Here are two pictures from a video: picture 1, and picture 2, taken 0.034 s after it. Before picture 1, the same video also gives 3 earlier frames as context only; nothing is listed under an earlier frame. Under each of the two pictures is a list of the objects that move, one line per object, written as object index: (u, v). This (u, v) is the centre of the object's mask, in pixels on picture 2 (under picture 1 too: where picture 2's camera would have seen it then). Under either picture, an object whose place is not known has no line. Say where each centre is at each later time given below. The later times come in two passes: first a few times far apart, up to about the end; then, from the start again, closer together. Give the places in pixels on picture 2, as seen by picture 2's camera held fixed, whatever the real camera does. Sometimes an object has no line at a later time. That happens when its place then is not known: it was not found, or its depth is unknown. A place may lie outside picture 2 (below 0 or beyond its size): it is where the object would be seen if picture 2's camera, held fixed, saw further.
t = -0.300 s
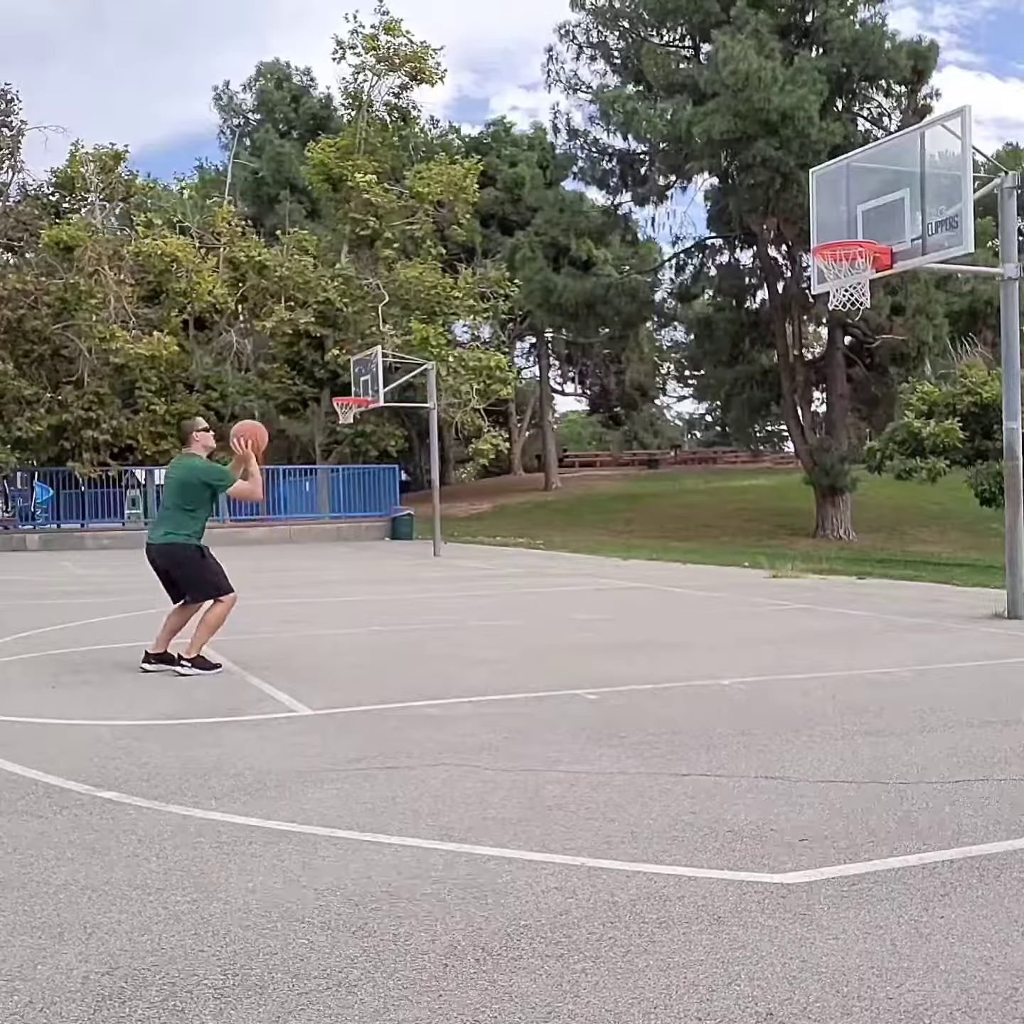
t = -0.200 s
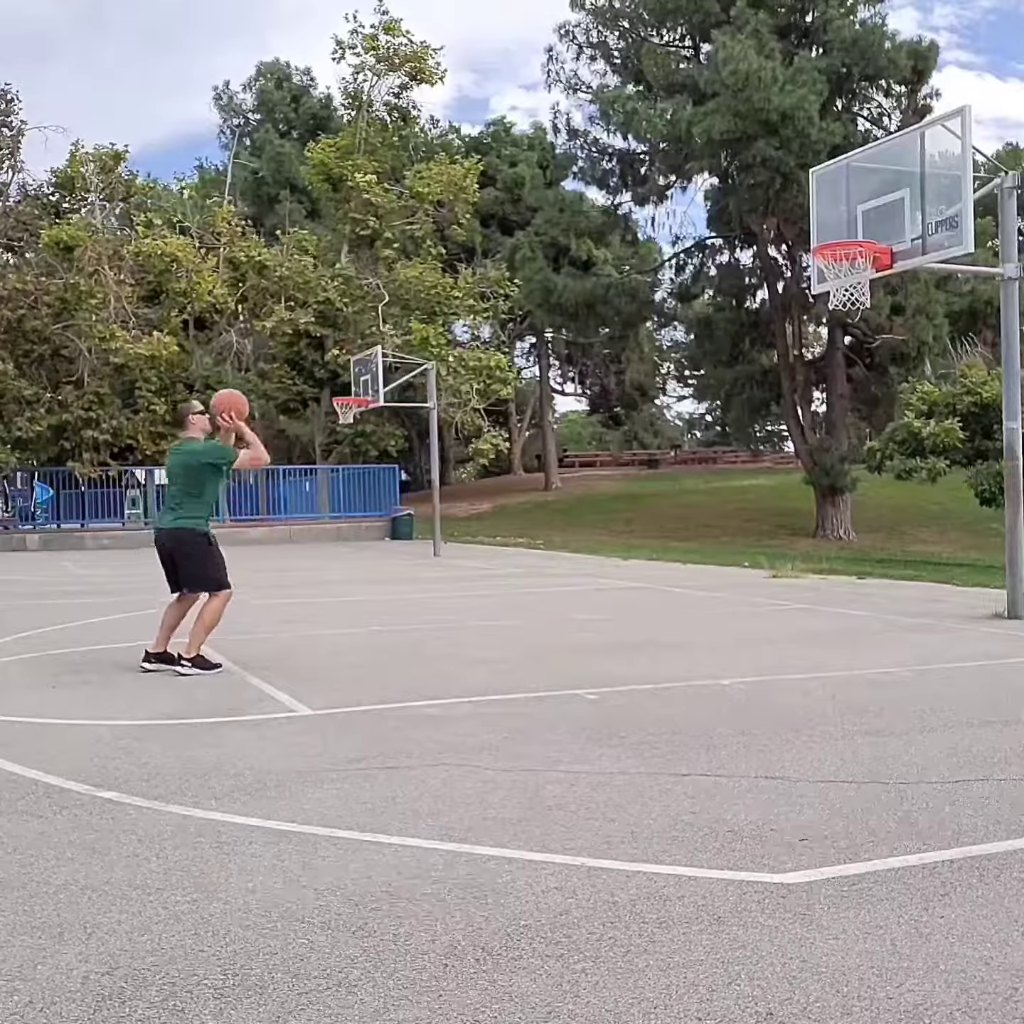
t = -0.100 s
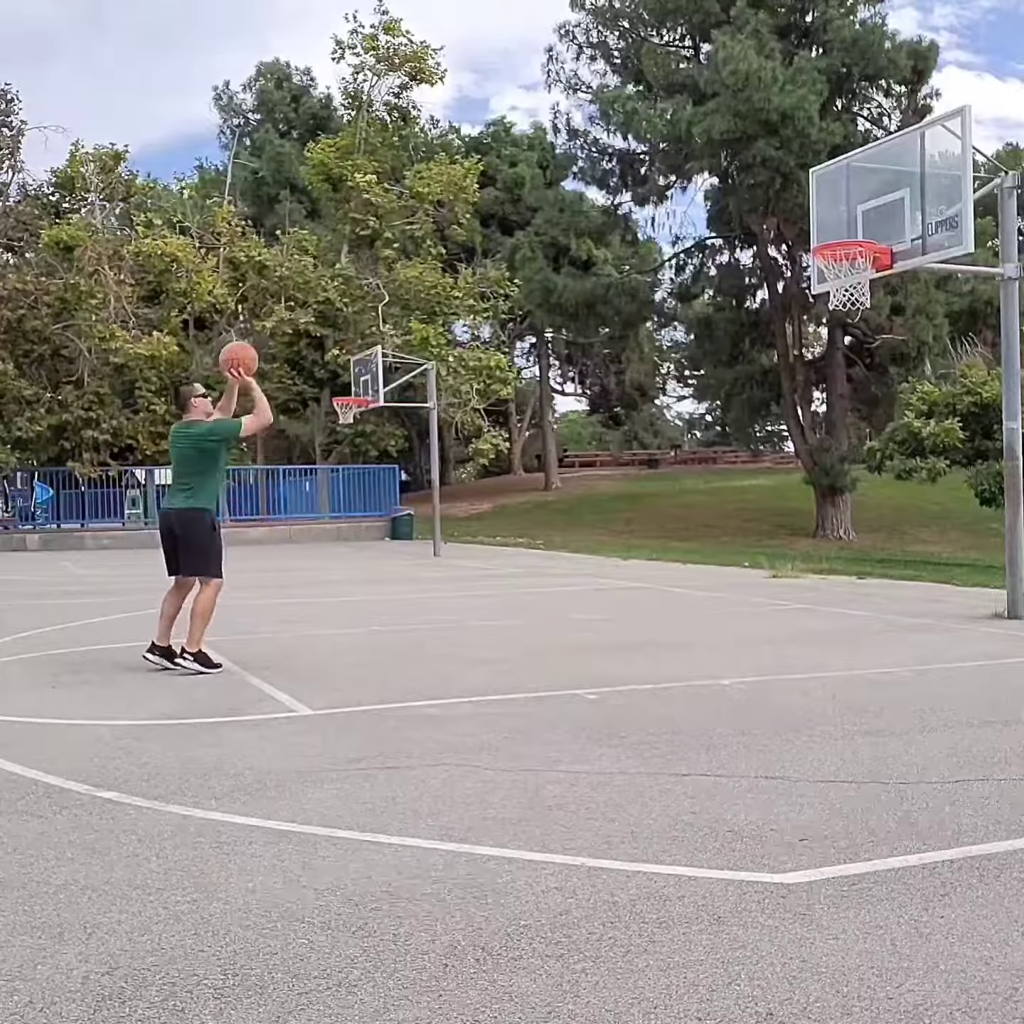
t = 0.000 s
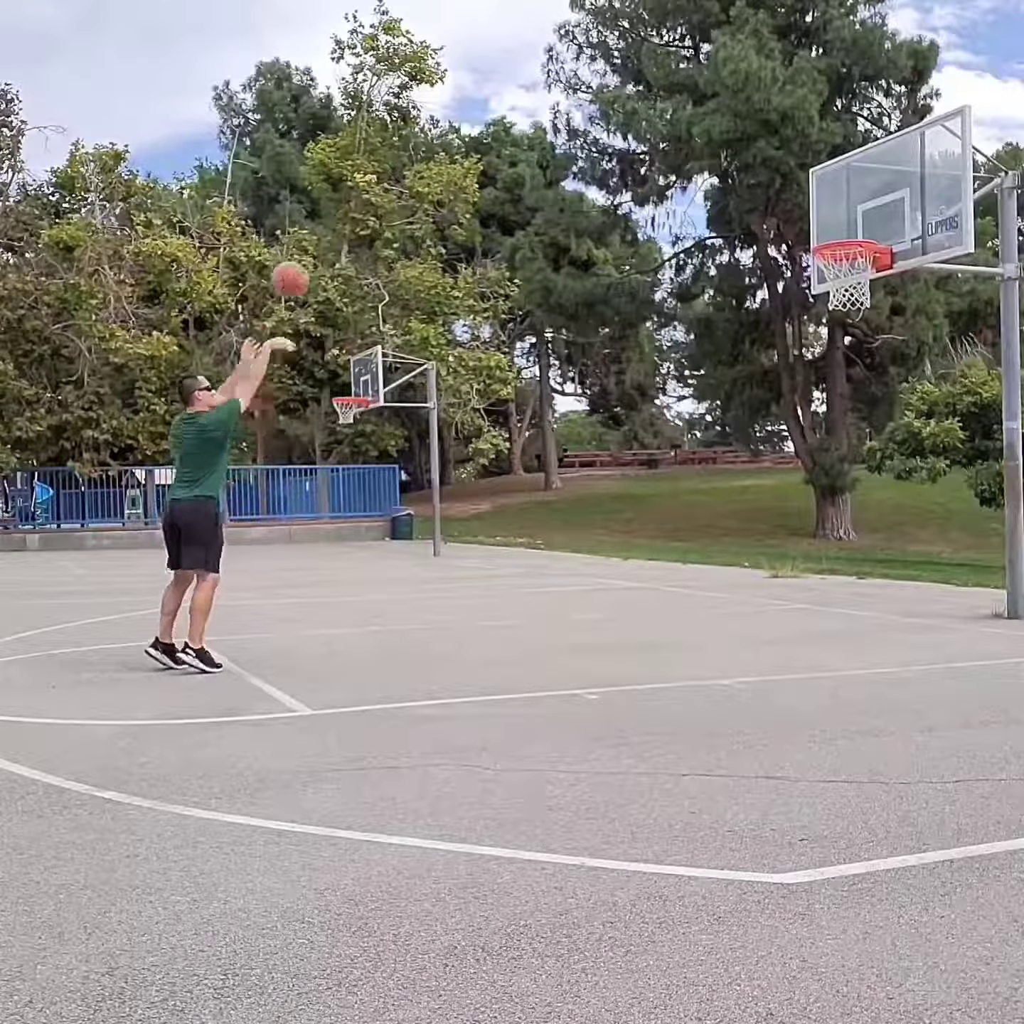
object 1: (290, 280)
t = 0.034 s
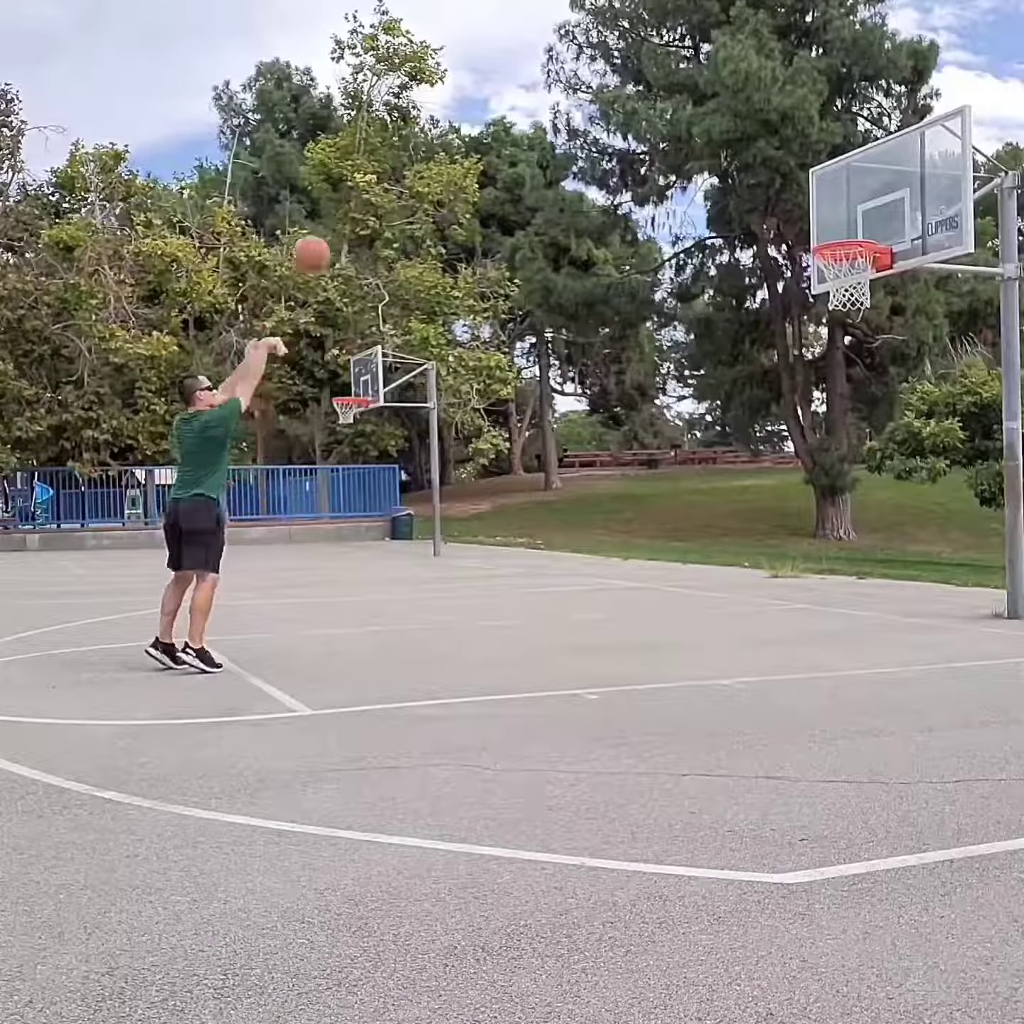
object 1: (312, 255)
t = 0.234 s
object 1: (432, 141)
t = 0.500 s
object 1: (583, 85)
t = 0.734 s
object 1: (699, 118)
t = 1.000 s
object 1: (818, 233)
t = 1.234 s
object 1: (866, 212)
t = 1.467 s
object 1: (841, 229)
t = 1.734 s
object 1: (846, 266)
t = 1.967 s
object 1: (857, 336)
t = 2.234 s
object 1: (864, 483)
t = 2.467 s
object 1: (868, 577)
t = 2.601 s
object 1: (864, 498)
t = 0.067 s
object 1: (332, 231)
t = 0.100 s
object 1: (353, 209)
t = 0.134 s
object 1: (371, 190)
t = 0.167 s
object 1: (392, 172)
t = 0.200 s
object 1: (413, 154)
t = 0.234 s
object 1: (432, 141)
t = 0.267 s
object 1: (452, 129)
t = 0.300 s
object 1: (472, 116)
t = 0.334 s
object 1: (491, 107)
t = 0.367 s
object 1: (509, 98)
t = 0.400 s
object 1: (528, 92)
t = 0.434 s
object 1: (546, 88)
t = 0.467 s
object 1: (564, 86)
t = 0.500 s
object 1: (583, 85)
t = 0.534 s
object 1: (599, 85)
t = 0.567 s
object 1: (617, 86)
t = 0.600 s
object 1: (634, 89)
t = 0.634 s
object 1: (650, 95)
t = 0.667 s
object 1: (666, 101)
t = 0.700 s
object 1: (683, 108)
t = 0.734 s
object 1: (699, 118)
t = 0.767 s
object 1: (714, 128)
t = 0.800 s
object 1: (730, 140)
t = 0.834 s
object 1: (745, 153)
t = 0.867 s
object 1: (760, 168)
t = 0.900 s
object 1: (775, 183)
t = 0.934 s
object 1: (790, 200)
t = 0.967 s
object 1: (804, 218)
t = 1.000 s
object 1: (818, 233)
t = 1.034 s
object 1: (828, 230)
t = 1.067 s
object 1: (839, 224)
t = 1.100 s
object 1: (849, 221)
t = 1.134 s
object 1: (860, 218)
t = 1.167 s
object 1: (870, 217)
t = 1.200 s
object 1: (869, 215)
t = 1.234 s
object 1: (866, 212)
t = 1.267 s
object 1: (862, 211)
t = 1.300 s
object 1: (859, 211)
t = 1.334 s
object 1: (855, 213)
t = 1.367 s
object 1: (851, 217)
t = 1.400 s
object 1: (848, 221)
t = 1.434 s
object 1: (843, 226)
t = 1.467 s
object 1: (841, 229)
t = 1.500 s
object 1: (838, 235)
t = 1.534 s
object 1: (841, 235)
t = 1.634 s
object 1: (844, 255)
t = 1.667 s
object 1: (846, 262)
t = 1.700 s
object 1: (846, 265)
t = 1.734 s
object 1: (846, 266)
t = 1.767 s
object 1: (842, 265)
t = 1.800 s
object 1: (847, 277)
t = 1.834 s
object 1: (844, 269)
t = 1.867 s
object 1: (855, 307)
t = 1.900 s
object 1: (855, 312)
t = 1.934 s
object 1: (856, 324)
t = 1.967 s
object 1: (857, 336)
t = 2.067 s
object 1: (859, 381)
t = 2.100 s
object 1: (860, 398)
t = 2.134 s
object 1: (861, 417)
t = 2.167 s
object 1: (862, 438)
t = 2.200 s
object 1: (863, 461)
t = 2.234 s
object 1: (864, 483)
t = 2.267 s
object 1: (866, 508)
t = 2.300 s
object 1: (867, 533)
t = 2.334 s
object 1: (868, 562)
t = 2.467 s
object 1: (868, 577)
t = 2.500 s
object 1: (869, 555)
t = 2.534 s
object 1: (867, 533)
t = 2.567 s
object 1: (867, 514)
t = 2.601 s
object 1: (864, 498)
